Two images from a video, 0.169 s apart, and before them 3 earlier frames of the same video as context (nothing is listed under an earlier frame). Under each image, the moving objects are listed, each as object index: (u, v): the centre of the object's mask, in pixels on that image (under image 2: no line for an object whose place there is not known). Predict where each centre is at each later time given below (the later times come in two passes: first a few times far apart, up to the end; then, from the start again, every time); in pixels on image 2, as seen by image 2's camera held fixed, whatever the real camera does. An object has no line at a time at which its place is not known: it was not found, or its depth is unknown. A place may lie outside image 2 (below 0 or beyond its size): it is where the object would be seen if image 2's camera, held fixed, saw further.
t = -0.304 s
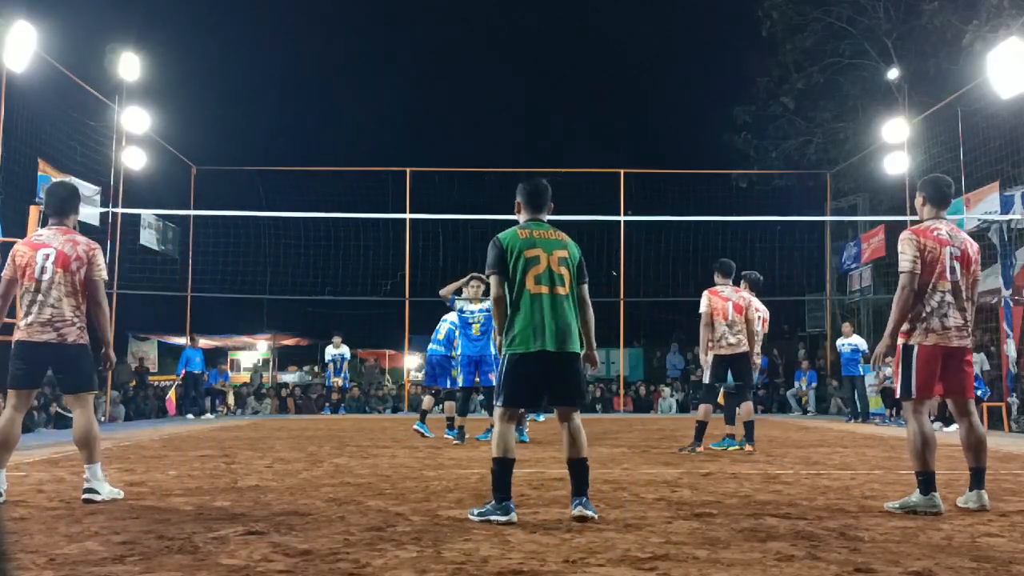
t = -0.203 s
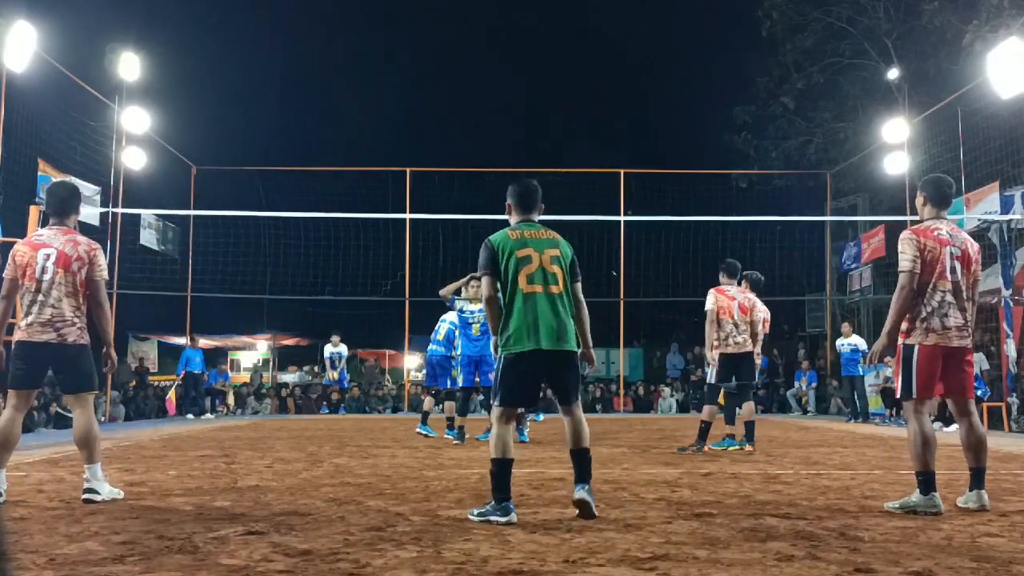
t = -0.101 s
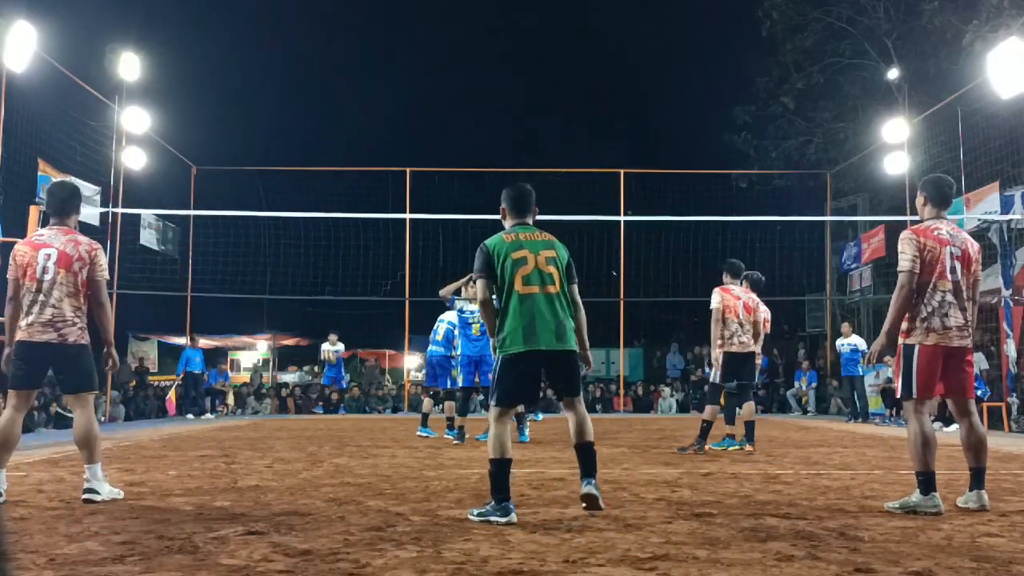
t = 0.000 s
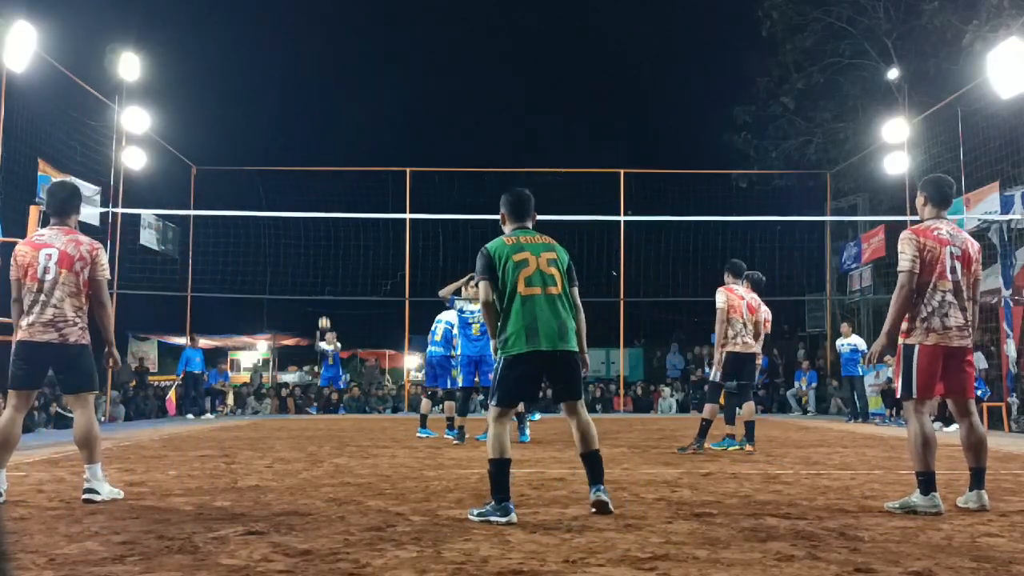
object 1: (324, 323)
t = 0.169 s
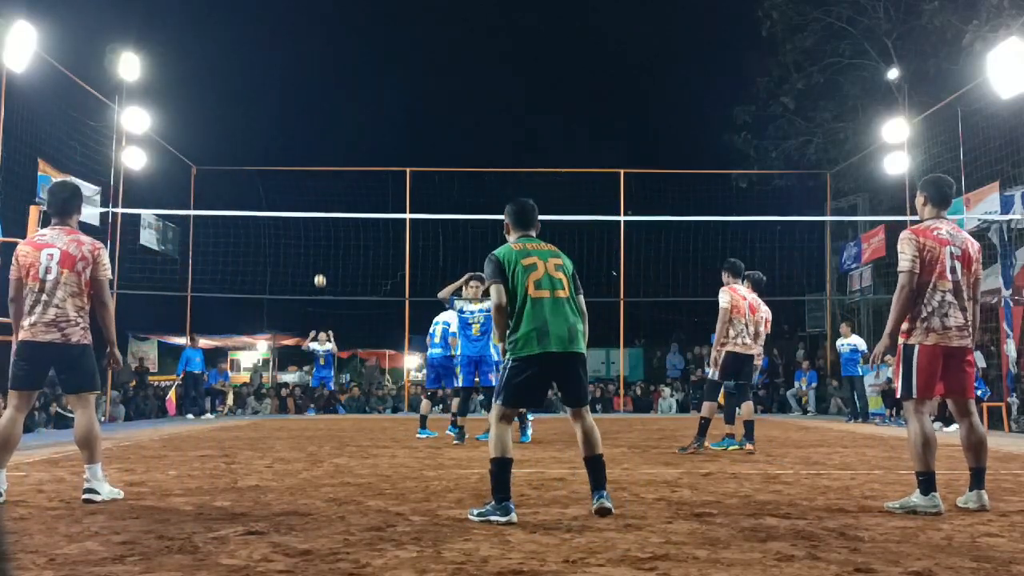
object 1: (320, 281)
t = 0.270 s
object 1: (317, 262)
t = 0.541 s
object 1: (310, 238)
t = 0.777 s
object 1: (303, 248)
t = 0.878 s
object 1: (300, 261)
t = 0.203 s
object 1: (319, 274)
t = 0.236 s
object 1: (318, 268)
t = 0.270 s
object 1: (317, 262)
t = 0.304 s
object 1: (316, 257)
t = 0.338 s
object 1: (315, 252)
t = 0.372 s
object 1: (315, 249)
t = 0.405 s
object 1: (313, 246)
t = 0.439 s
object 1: (313, 243)
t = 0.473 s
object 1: (312, 241)
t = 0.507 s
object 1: (311, 239)
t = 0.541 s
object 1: (310, 238)
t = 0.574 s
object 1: (309, 238)
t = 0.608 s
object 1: (308, 238)
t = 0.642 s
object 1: (307, 239)
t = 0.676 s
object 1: (306, 240)
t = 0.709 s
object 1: (305, 242)
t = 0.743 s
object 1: (304, 245)
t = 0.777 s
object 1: (303, 248)
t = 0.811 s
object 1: (302, 251)
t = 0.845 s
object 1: (301, 256)
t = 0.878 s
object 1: (300, 261)
